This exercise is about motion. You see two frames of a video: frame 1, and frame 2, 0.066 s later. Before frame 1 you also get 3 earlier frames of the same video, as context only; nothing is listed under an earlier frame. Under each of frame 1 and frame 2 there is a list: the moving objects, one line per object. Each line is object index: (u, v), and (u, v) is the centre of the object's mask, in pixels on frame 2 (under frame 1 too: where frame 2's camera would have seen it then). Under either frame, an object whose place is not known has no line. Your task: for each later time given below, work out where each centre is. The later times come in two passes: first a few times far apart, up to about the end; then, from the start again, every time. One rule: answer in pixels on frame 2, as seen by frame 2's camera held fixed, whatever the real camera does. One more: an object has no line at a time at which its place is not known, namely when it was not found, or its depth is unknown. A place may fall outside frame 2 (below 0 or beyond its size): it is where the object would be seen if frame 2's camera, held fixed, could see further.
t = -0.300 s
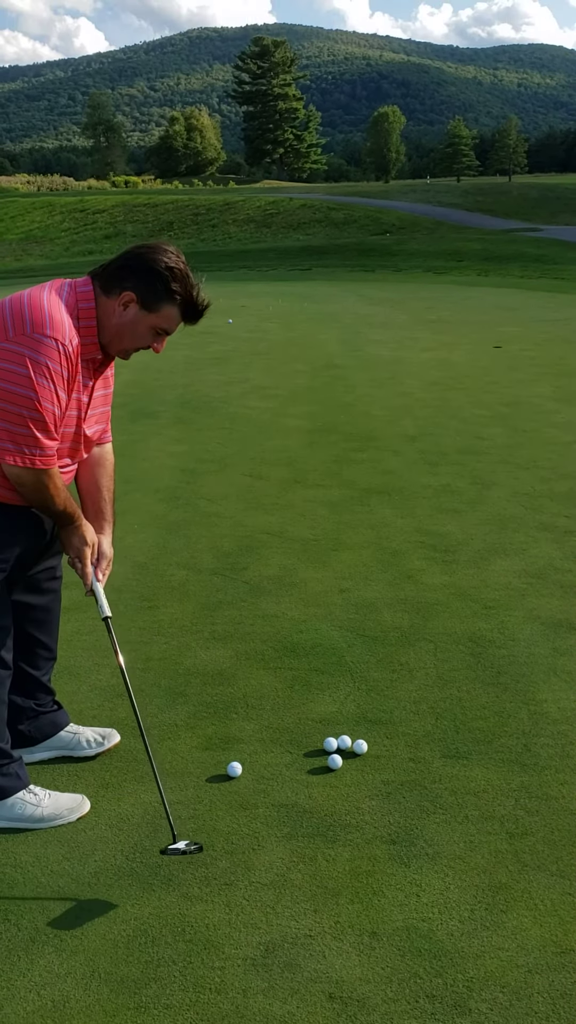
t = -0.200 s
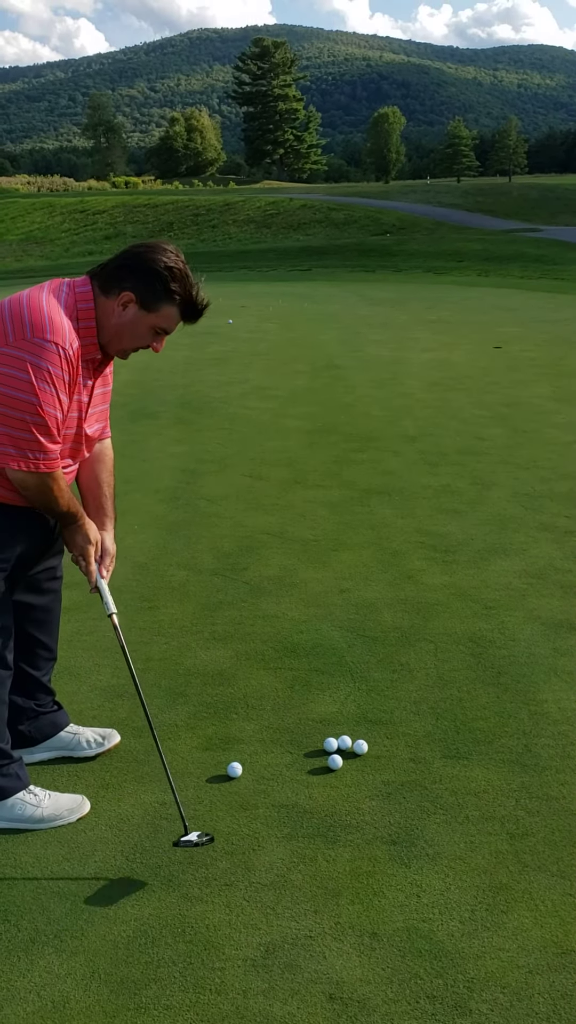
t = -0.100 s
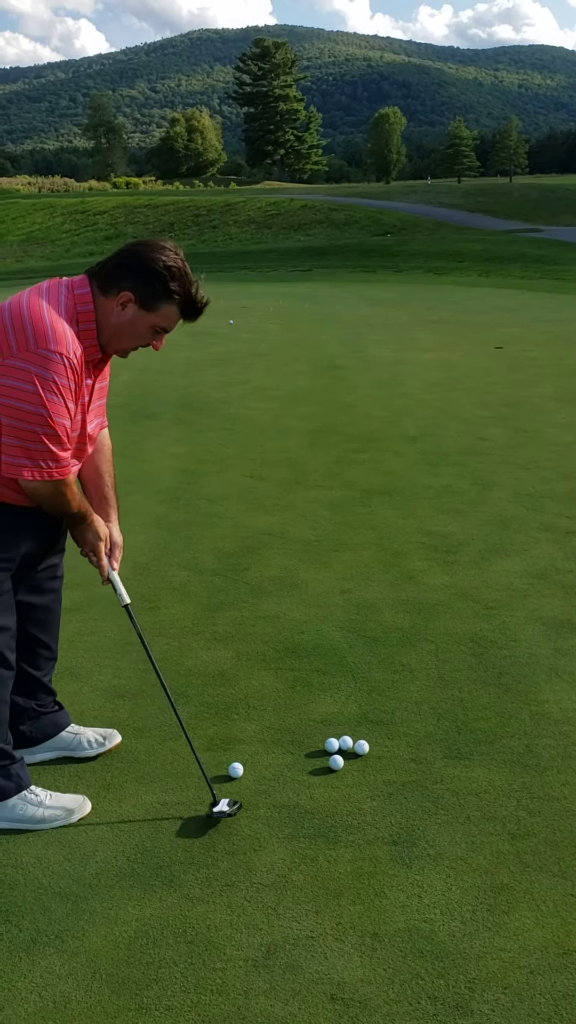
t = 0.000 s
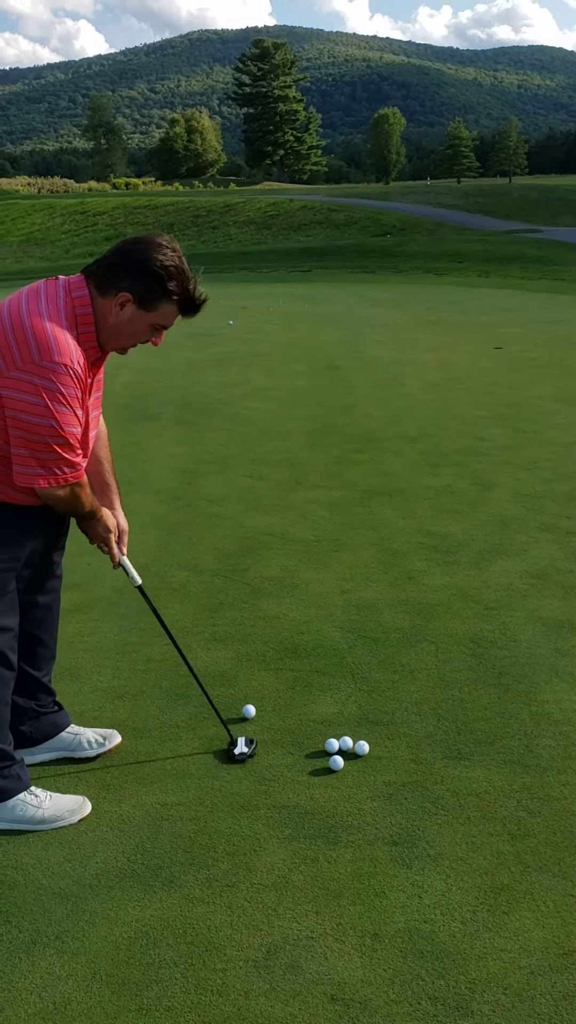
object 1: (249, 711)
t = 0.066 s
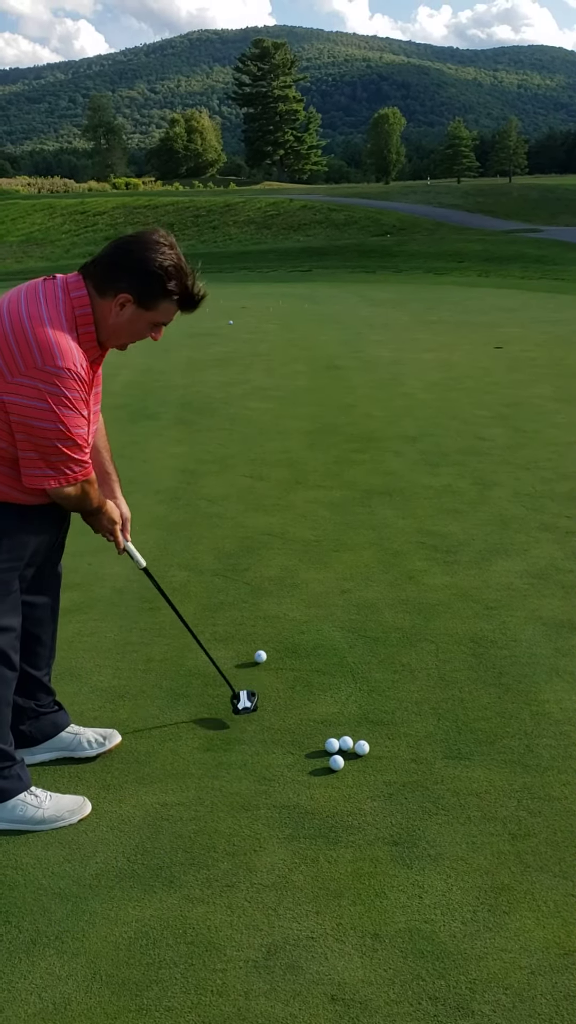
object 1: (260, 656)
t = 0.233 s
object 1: (277, 570)
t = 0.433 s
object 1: (287, 509)
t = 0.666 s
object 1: (295, 459)
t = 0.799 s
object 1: (297, 438)
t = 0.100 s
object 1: (264, 635)
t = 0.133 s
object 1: (268, 615)
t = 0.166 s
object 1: (272, 598)
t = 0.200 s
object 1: (274, 584)
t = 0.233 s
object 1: (277, 570)
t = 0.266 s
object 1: (279, 559)
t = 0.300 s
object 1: (281, 547)
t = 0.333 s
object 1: (283, 537)
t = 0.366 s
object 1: (284, 527)
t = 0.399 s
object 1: (286, 517)
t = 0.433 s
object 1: (287, 509)
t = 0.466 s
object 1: (289, 501)
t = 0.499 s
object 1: (290, 493)
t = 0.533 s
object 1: (291, 485)
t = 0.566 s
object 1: (292, 478)
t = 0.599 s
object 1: (293, 472)
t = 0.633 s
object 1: (294, 465)
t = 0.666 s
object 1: (295, 459)
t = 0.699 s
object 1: (296, 453)
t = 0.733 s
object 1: (296, 448)
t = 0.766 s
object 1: (297, 442)
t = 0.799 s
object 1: (297, 438)
